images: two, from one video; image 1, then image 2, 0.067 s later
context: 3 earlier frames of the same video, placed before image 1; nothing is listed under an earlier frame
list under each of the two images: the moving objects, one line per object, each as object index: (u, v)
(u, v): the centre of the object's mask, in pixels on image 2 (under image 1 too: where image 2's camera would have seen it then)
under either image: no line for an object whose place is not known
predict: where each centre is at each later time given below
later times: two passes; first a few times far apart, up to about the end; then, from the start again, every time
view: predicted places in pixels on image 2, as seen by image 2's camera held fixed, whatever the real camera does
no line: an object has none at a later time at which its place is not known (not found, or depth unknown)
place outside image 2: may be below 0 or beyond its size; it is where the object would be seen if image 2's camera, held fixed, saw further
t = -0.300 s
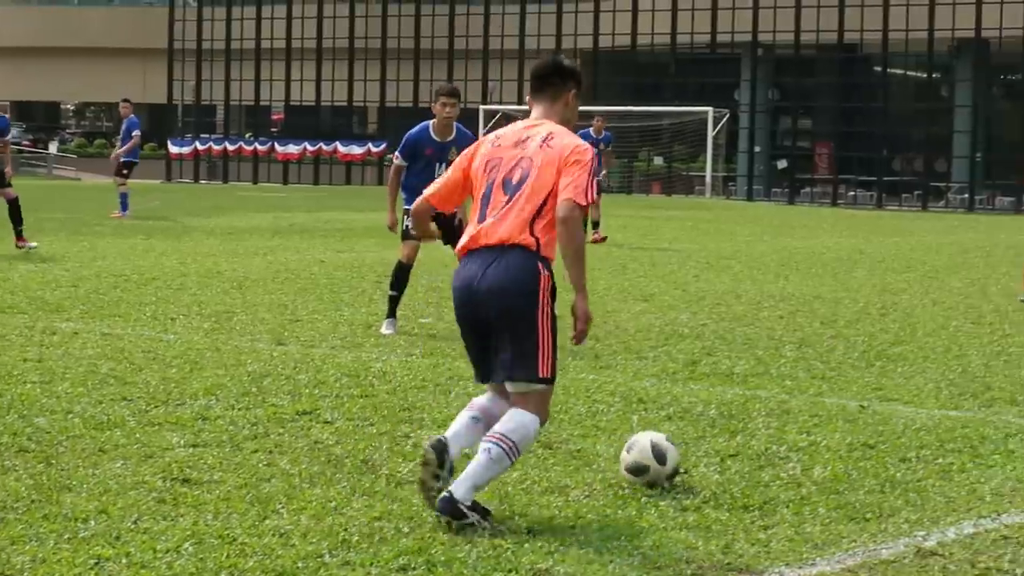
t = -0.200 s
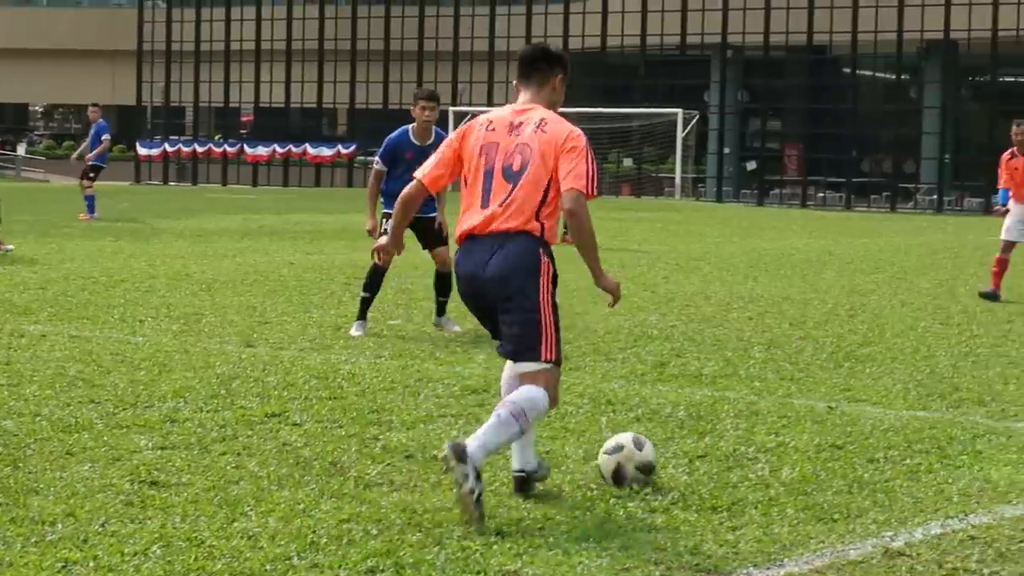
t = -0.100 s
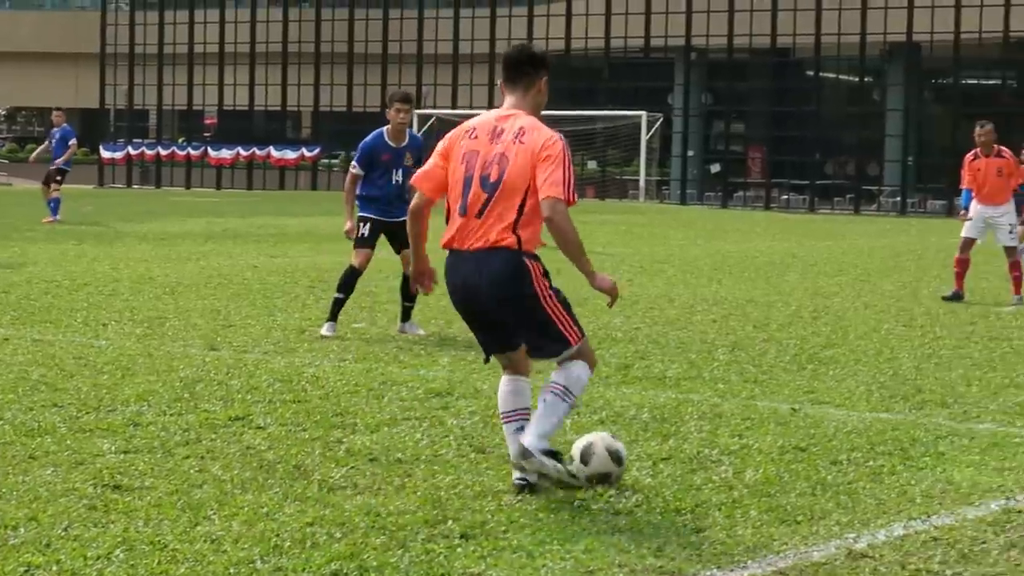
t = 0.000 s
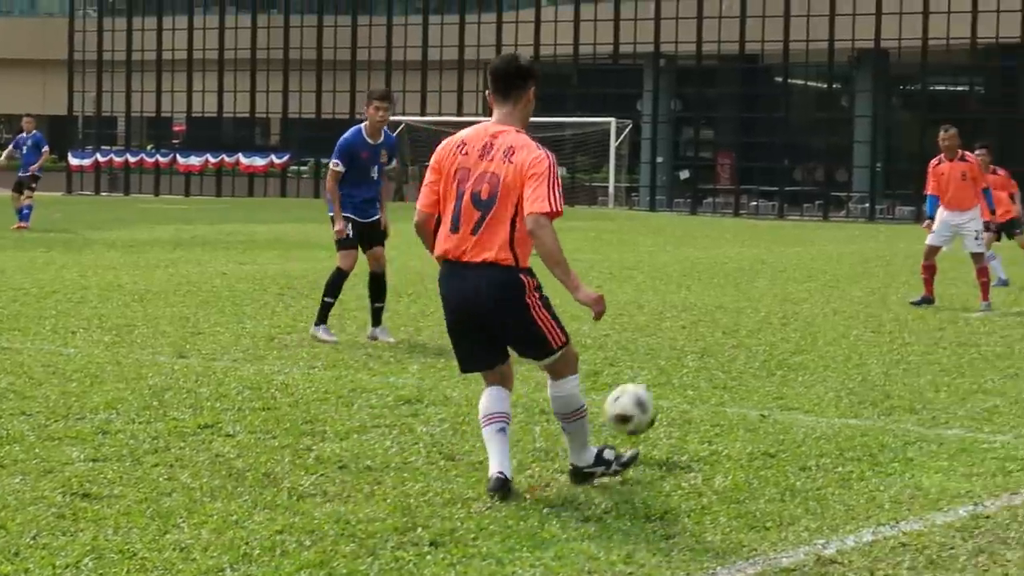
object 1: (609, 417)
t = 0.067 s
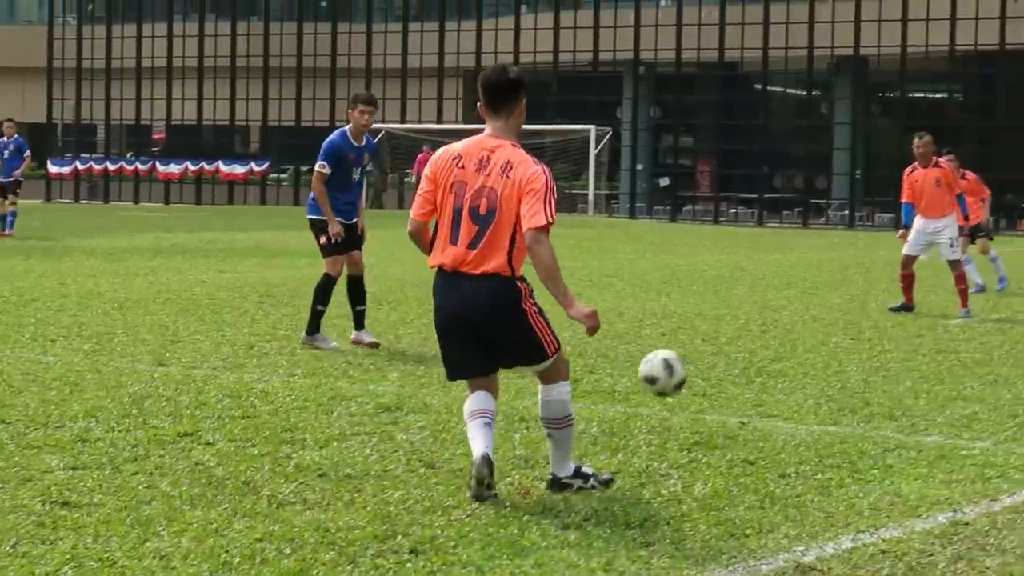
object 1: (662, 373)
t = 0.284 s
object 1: (769, 318)
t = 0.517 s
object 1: (817, 321)
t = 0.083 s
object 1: (674, 364)
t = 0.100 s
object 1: (685, 357)
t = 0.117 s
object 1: (694, 350)
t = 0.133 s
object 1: (704, 343)
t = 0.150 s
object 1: (713, 338)
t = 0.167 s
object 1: (722, 334)
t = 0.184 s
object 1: (729, 330)
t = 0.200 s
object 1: (737, 327)
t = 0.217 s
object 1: (744, 324)
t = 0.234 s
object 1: (750, 321)
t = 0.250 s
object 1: (756, 320)
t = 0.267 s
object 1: (763, 319)
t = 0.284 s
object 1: (769, 318)
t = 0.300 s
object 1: (774, 317)
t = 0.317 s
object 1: (778, 318)
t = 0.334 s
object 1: (783, 318)
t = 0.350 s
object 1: (788, 319)
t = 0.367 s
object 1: (791, 320)
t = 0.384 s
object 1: (796, 321)
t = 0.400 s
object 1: (799, 323)
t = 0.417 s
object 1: (802, 326)
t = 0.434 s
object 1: (805, 327)
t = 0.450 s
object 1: (809, 330)
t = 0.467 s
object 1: (811, 332)
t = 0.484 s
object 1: (813, 331)
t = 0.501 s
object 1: (816, 326)
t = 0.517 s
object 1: (817, 321)
